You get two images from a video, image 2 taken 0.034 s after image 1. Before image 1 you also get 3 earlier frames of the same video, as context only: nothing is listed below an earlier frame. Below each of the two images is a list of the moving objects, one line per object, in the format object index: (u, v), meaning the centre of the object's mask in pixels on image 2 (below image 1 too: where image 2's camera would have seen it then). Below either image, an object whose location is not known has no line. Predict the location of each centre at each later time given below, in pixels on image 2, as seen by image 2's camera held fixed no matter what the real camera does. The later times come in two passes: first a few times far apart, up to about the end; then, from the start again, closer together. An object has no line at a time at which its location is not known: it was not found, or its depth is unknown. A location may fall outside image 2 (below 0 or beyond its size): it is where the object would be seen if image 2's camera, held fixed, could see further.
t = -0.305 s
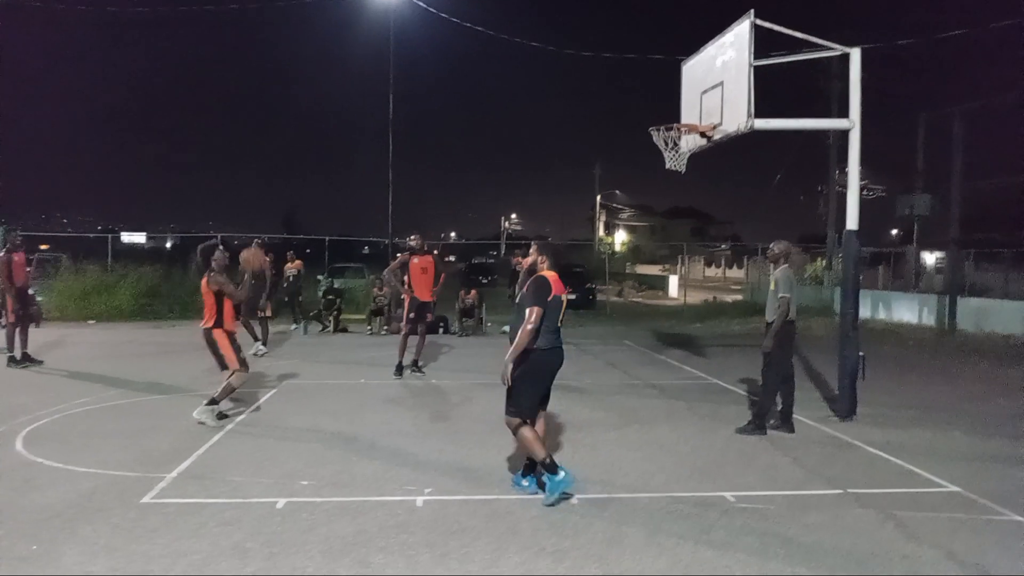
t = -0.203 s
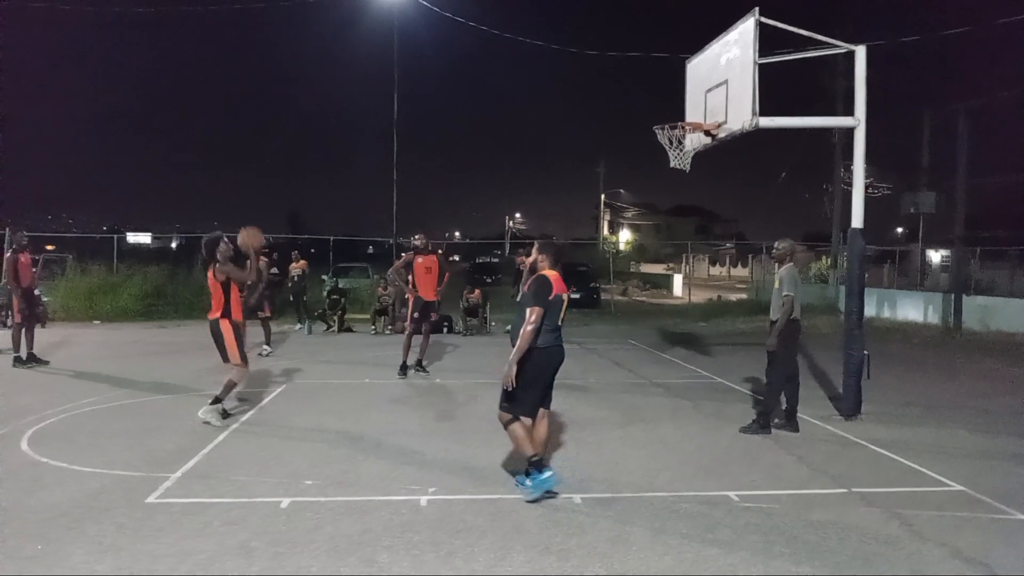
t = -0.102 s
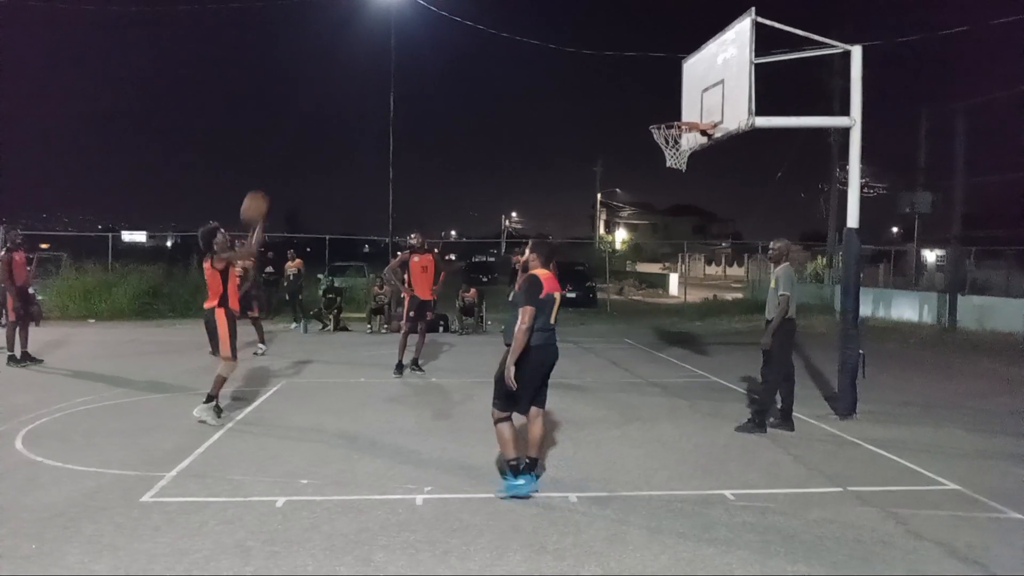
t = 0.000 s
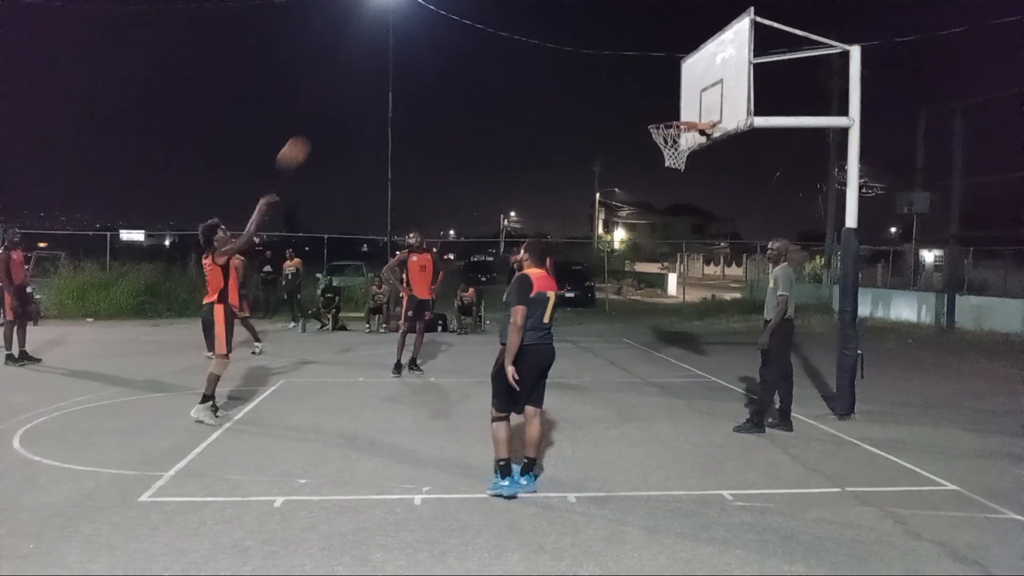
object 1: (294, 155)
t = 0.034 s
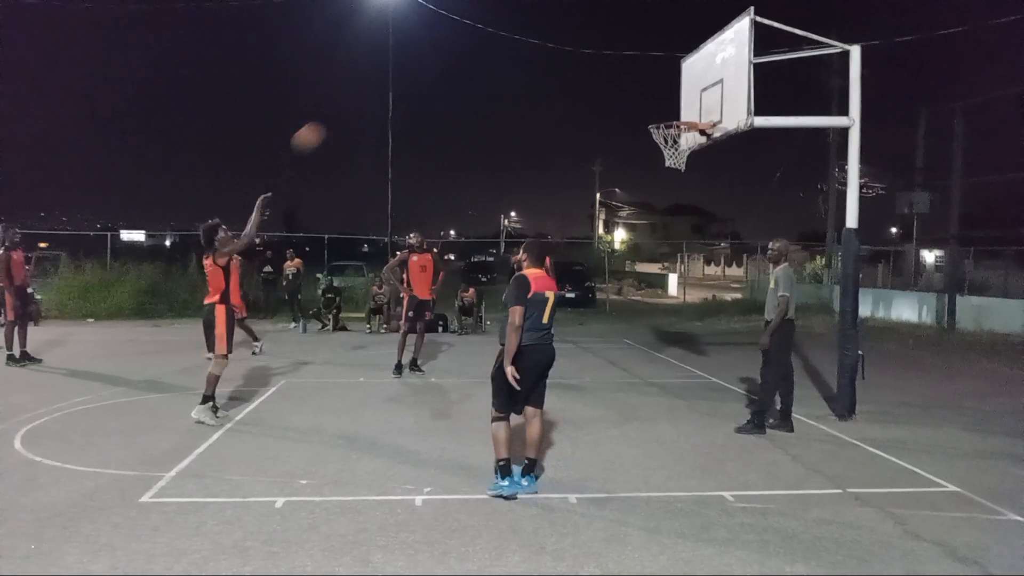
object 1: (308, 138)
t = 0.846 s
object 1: (649, 93)
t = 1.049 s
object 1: (663, 138)
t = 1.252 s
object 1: (668, 148)
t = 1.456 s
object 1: (673, 156)
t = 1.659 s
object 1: (679, 184)
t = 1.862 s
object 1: (679, 250)
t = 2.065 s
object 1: (679, 358)
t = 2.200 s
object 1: (685, 392)
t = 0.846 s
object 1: (649, 93)
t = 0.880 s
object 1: (663, 105)
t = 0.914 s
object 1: (673, 114)
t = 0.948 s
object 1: (674, 122)
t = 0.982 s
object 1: (669, 136)
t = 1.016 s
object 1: (665, 137)
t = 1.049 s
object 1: (663, 138)
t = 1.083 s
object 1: (663, 141)
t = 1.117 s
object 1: (662, 139)
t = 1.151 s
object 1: (664, 145)
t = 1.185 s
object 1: (665, 145)
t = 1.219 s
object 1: (667, 145)
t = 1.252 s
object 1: (668, 148)
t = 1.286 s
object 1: (670, 149)
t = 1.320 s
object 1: (668, 147)
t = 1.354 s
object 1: (671, 149)
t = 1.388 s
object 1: (673, 157)
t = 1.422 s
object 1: (676, 155)
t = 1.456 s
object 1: (673, 156)
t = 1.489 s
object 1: (679, 158)
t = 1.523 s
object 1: (676, 171)
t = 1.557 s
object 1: (680, 171)
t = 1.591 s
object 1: (679, 175)
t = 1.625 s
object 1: (679, 178)
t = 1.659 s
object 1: (679, 184)
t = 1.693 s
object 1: (680, 192)
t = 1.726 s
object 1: (680, 202)
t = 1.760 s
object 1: (680, 212)
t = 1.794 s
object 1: (679, 225)
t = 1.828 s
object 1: (679, 237)
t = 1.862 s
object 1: (679, 250)
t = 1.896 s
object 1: (679, 266)
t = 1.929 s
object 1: (680, 285)
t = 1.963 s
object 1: (678, 304)
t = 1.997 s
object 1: (679, 318)
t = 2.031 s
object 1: (680, 339)
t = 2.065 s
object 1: (679, 358)
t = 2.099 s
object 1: (683, 387)
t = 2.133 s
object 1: (682, 411)
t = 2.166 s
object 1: (682, 411)
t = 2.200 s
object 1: (685, 392)
